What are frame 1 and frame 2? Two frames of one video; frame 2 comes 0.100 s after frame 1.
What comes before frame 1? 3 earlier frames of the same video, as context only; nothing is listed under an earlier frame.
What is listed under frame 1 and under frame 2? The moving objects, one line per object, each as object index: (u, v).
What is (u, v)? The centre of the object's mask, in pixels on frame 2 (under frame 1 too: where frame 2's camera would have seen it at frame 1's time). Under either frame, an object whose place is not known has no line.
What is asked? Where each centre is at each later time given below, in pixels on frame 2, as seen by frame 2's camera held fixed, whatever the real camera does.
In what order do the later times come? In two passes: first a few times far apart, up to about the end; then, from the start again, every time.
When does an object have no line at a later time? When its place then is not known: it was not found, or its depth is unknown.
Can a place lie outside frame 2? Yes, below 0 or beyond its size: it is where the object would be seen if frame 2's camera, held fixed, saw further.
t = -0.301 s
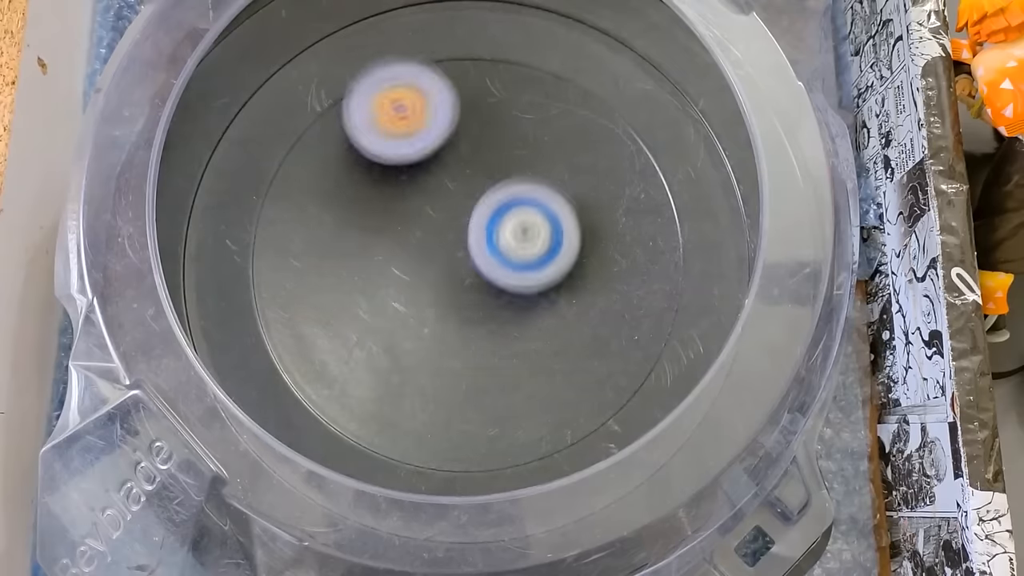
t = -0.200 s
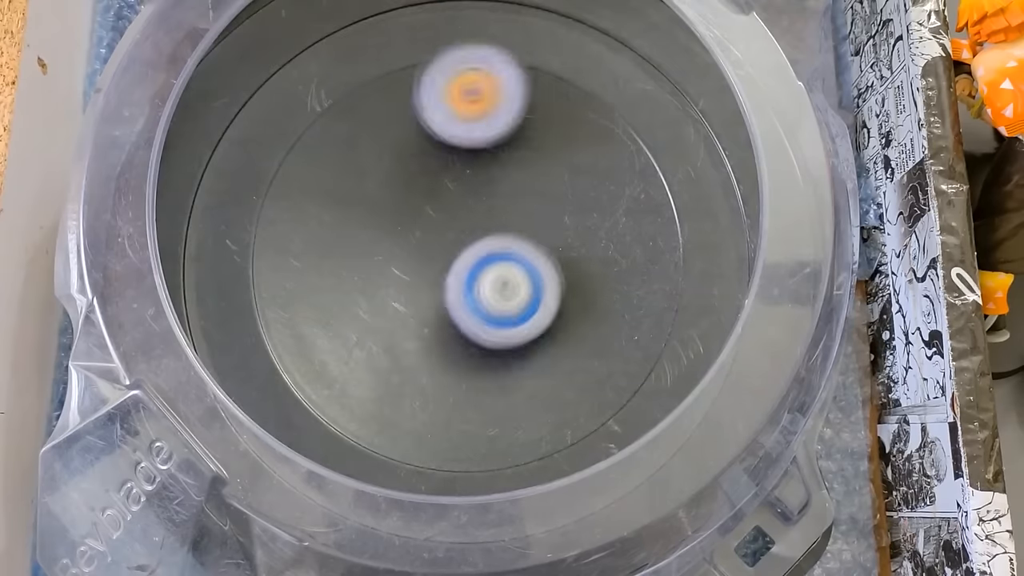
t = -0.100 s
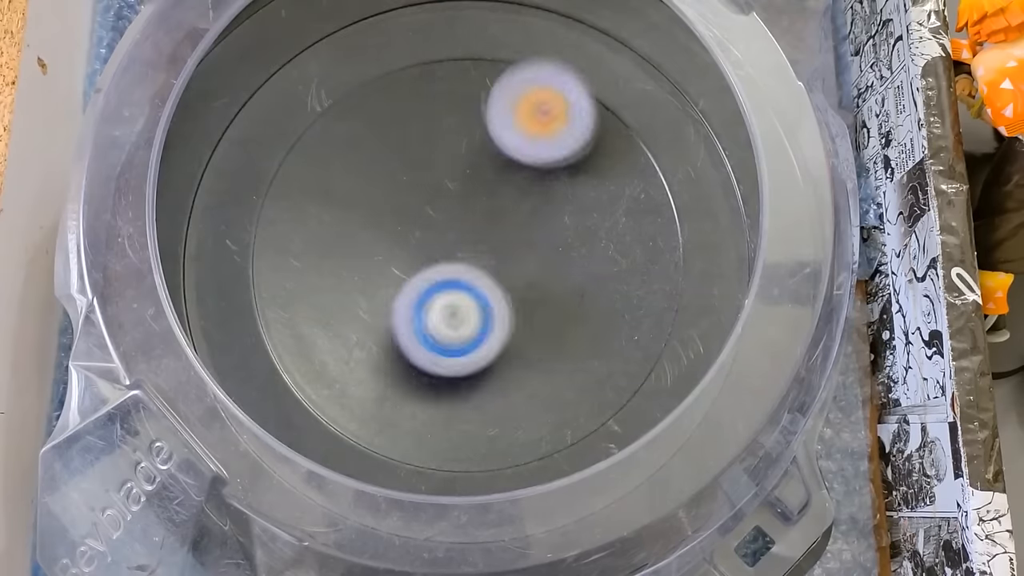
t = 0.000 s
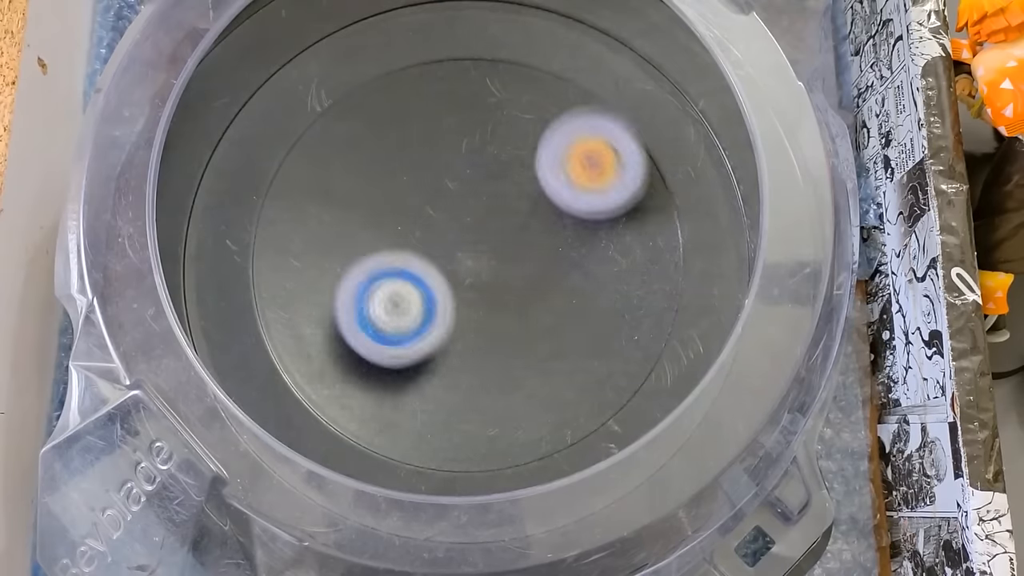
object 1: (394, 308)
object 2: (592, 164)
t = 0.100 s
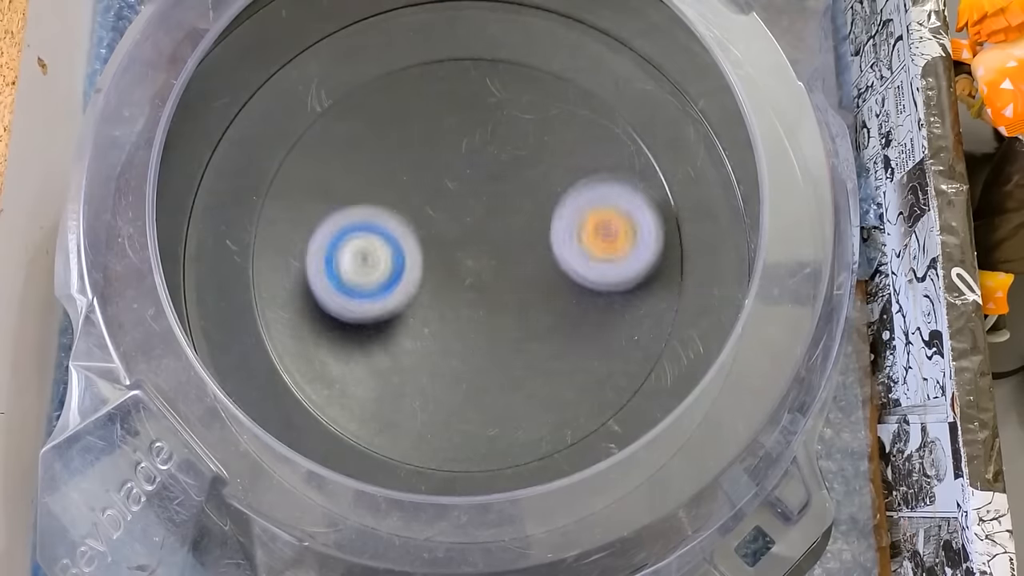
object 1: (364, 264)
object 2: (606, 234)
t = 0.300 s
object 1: (436, 188)
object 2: (524, 353)
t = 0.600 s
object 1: (534, 301)
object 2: (341, 279)
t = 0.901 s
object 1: (405, 314)
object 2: (450, 138)
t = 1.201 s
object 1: (491, 190)
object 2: (572, 266)
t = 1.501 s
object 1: (556, 298)
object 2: (425, 351)
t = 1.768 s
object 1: (441, 289)
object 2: (354, 192)
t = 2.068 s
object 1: (534, 262)
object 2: (505, 100)
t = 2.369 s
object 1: (438, 303)
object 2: (560, 268)
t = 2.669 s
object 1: (500, 188)
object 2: (406, 351)
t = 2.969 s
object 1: (528, 289)
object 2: (354, 220)
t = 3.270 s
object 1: (404, 239)
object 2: (521, 177)
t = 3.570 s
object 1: (499, 188)
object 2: (577, 301)
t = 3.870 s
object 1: (473, 246)
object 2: (431, 410)
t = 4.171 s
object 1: (469, 198)
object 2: (341, 263)
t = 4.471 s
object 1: (432, 281)
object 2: (464, 141)
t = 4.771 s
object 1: (442, 216)
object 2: (592, 208)
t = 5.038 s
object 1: (453, 271)
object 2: (546, 332)
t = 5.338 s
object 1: (430, 194)
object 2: (406, 323)
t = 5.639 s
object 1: (549, 250)
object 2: (375, 200)
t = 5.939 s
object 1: (498, 337)
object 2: (492, 188)
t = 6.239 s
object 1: (404, 253)
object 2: (541, 288)
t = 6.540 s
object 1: (479, 172)
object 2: (437, 301)
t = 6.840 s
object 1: (575, 248)
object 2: (374, 213)
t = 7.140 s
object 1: (510, 329)
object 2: (388, 176)
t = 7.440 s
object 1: (430, 361)
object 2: (467, 128)
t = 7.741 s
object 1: (375, 286)
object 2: (546, 194)
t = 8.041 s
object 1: (456, 198)
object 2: (507, 309)
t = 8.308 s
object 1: (549, 192)
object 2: (415, 334)
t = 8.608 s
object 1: (536, 274)
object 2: (406, 237)
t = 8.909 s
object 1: (481, 327)
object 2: (424, 138)
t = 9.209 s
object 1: (415, 267)
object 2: (497, 155)
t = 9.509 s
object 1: (390, 228)
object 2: (567, 226)
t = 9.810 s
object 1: (455, 245)
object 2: (545, 326)
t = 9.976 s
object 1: (405, 213)
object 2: (546, 358)
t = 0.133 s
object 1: (364, 244)
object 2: (604, 259)
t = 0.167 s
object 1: (370, 228)
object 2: (595, 283)
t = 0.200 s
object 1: (382, 212)
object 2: (583, 304)
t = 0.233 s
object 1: (397, 199)
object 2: (567, 325)
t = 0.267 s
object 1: (415, 192)
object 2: (547, 342)
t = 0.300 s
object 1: (436, 188)
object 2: (524, 353)
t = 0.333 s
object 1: (458, 188)
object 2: (501, 360)
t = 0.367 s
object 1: (476, 194)
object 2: (474, 366)
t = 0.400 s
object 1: (496, 203)
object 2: (448, 365)
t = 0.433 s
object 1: (512, 216)
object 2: (423, 359)
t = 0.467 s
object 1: (524, 229)
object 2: (402, 350)
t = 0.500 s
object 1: (534, 247)
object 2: (380, 337)
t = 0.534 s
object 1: (538, 266)
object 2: (362, 321)
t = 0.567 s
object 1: (539, 283)
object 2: (350, 301)
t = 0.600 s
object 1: (534, 301)
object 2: (341, 279)
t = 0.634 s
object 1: (526, 318)
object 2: (336, 256)
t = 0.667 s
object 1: (515, 332)
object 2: (337, 233)
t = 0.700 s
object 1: (501, 341)
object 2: (343, 211)
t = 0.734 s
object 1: (484, 348)
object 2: (353, 191)
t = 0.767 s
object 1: (465, 351)
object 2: (366, 172)
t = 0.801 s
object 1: (449, 348)
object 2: (384, 156)
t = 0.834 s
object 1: (431, 341)
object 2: (404, 146)
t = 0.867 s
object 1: (417, 329)
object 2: (425, 140)
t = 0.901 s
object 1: (405, 314)
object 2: (450, 138)
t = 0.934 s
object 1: (399, 294)
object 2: (473, 140)
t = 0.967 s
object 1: (396, 276)
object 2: (494, 145)
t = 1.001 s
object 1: (401, 255)
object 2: (516, 155)
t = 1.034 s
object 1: (408, 238)
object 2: (534, 168)
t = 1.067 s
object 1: (420, 221)
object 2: (549, 183)
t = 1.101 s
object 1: (435, 209)
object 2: (562, 202)
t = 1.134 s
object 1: (453, 198)
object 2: (568, 222)
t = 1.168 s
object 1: (472, 193)
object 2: (573, 243)
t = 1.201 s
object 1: (491, 190)
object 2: (572, 266)
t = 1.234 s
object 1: (511, 191)
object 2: (568, 287)
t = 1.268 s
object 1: (527, 197)
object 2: (559, 307)
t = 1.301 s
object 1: (544, 206)
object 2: (546, 324)
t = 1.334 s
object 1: (556, 219)
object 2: (532, 339)
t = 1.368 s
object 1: (566, 233)
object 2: (511, 349)
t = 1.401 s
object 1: (571, 249)
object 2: (491, 355)
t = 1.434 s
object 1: (571, 266)
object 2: (468, 359)
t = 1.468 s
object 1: (566, 282)
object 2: (445, 357)
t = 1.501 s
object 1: (556, 298)
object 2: (425, 351)
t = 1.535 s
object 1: (543, 310)
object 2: (405, 339)
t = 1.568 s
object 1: (527, 319)
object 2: (389, 324)
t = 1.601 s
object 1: (510, 323)
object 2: (376, 307)
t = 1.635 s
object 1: (489, 323)
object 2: (368, 287)
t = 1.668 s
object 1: (469, 318)
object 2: (366, 265)
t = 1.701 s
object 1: (459, 313)
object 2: (357, 240)
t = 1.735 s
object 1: (451, 303)
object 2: (351, 213)
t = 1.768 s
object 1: (441, 289)
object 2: (354, 192)
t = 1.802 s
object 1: (436, 273)
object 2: (360, 171)
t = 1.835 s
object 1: (435, 256)
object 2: (369, 152)
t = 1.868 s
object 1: (440, 238)
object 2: (382, 136)
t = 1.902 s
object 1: (448, 225)
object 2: (397, 123)
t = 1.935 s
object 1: (467, 221)
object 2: (411, 105)
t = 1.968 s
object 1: (485, 223)
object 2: (427, 97)
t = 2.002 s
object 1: (516, 236)
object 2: (467, 91)
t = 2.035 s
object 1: (527, 249)
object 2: (486, 93)
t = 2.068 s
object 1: (534, 262)
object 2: (505, 100)
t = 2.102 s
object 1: (537, 278)
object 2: (523, 112)
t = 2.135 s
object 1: (536, 294)
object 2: (538, 126)
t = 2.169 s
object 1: (528, 307)
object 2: (550, 142)
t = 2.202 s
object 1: (516, 319)
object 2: (561, 161)
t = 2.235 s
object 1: (500, 326)
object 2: (567, 181)
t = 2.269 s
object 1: (483, 328)
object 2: (570, 202)
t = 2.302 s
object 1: (467, 325)
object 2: (570, 225)
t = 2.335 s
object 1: (451, 316)
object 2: (566, 247)
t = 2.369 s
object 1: (438, 303)
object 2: (560, 268)
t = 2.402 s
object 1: (430, 287)
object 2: (551, 287)
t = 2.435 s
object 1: (425, 269)
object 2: (537, 306)
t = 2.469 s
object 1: (426, 253)
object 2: (522, 320)
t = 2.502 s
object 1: (432, 235)
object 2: (506, 333)
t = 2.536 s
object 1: (440, 220)
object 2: (486, 344)
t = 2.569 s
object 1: (452, 207)
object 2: (467, 350)
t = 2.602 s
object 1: (466, 197)
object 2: (447, 354)
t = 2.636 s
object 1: (483, 191)
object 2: (426, 354)
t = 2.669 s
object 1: (500, 188)
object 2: (406, 351)
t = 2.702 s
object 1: (516, 190)
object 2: (387, 346)
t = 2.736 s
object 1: (531, 195)
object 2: (369, 337)
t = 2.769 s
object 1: (543, 204)
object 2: (354, 324)
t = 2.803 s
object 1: (552, 217)
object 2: (344, 309)
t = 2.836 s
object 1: (558, 232)
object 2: (337, 291)
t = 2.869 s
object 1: (558, 247)
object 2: (335, 272)
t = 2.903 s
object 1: (552, 263)
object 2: (338, 254)
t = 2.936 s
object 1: (542, 278)
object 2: (344, 236)
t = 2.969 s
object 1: (528, 289)
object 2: (354, 220)
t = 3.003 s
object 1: (511, 297)
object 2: (369, 207)
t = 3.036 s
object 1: (494, 301)
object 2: (386, 194)
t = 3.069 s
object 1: (475, 300)
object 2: (403, 183)
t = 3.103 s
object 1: (457, 295)
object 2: (422, 178)
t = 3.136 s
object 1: (442, 287)
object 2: (444, 175)
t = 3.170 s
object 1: (428, 279)
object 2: (463, 169)
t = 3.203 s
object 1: (416, 268)
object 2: (482, 170)
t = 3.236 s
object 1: (408, 254)
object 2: (503, 172)
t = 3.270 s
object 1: (404, 239)
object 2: (521, 177)
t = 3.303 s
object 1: (403, 222)
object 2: (537, 184)
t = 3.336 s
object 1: (406, 207)
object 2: (552, 195)
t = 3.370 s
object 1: (414, 194)
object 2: (565, 205)
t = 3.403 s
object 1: (425, 183)
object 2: (575, 219)
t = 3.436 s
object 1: (438, 175)
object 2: (583, 235)
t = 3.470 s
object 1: (454, 172)
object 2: (588, 251)
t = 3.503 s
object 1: (471, 173)
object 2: (588, 267)
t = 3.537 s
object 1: (486, 178)
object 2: (585, 284)
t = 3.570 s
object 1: (499, 188)
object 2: (577, 301)
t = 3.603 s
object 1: (510, 201)
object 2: (567, 314)
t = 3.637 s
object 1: (518, 217)
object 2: (553, 327)
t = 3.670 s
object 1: (520, 230)
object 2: (536, 337)
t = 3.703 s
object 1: (515, 227)
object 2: (523, 365)
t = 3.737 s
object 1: (508, 225)
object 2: (508, 392)
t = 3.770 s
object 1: (502, 229)
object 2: (491, 407)
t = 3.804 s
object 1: (495, 237)
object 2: (472, 414)
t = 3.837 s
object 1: (484, 243)
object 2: (452, 414)
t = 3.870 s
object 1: (473, 246)
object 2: (431, 410)
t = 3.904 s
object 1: (460, 244)
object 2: (410, 402)
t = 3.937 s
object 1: (449, 240)
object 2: (391, 392)
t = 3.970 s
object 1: (441, 233)
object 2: (373, 379)
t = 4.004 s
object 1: (436, 224)
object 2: (359, 364)
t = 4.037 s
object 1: (434, 213)
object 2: (349, 345)
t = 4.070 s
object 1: (438, 203)
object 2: (341, 324)
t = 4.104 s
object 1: (446, 196)
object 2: (338, 304)
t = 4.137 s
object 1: (457, 194)
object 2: (338, 283)
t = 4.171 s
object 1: (469, 198)
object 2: (341, 263)
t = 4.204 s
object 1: (478, 206)
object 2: (346, 243)
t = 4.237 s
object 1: (484, 219)
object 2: (355, 223)
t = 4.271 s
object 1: (485, 233)
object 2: (366, 205)
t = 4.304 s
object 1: (483, 246)
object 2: (378, 189)
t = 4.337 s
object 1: (477, 257)
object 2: (393, 175)
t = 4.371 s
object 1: (468, 268)
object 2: (409, 164)
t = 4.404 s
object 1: (458, 275)
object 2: (426, 154)
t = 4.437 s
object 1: (445, 280)
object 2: (446, 146)
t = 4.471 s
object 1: (432, 281)
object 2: (464, 141)
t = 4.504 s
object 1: (421, 279)
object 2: (482, 140)
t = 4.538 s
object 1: (409, 274)
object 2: (501, 139)
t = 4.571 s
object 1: (401, 265)
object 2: (519, 142)
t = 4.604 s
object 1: (396, 254)
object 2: (536, 146)
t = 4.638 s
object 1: (397, 241)
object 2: (554, 154)
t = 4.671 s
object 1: (403, 230)
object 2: (567, 162)
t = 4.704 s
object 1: (413, 222)
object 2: (578, 175)
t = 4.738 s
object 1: (427, 217)
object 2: (586, 191)
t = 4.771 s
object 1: (442, 216)
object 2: (592, 208)
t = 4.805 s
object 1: (456, 218)
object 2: (594, 225)
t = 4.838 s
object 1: (470, 224)
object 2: (593, 242)
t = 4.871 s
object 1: (481, 232)
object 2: (588, 260)
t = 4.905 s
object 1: (481, 239)
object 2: (589, 277)
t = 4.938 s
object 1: (477, 247)
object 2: (585, 293)
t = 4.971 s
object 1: (472, 257)
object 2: (575, 308)
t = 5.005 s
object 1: (463, 266)
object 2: (561, 322)
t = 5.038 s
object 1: (453, 271)
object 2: (546, 332)
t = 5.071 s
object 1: (441, 273)
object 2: (529, 340)
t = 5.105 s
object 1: (429, 270)
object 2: (510, 344)
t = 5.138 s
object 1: (416, 262)
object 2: (495, 347)
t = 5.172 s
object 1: (406, 249)
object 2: (481, 351)
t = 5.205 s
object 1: (402, 236)
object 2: (466, 351)
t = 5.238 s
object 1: (403, 223)
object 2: (450, 349)
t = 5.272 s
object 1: (409, 210)
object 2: (434, 343)
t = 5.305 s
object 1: (418, 201)
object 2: (419, 334)
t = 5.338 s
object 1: (430, 194)
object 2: (406, 323)
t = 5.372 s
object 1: (445, 191)
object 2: (395, 310)
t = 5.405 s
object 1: (459, 193)
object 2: (387, 294)
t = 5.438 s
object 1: (473, 199)
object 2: (383, 277)
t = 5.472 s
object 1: (486, 207)
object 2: (383, 261)
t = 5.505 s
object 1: (498, 216)
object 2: (382, 245)
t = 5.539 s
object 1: (518, 221)
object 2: (372, 238)
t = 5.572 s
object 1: (532, 228)
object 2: (370, 227)
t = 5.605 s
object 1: (542, 238)
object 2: (371, 214)
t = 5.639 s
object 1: (549, 250)
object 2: (375, 200)
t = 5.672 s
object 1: (555, 262)
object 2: (381, 187)
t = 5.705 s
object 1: (558, 276)
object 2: (391, 177)
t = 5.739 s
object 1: (558, 289)
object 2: (403, 170)
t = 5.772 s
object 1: (555, 303)
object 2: (417, 165)
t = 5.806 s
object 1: (548, 316)
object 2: (432, 165)
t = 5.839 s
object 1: (540, 326)
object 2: (448, 167)
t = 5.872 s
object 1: (528, 333)
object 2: (464, 171)
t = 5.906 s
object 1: (513, 337)
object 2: (479, 179)
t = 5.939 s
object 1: (498, 337)
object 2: (492, 188)
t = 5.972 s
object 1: (483, 333)
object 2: (503, 199)
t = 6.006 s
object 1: (468, 327)
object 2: (513, 212)
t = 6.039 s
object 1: (456, 318)
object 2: (520, 226)
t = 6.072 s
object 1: (442, 313)
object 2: (529, 233)
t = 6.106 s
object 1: (429, 306)
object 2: (536, 238)
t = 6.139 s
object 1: (419, 294)
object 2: (540, 248)
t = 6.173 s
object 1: (411, 281)
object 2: (542, 262)
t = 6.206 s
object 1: (406, 266)
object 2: (543, 275)
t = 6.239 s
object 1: (404, 253)
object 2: (541, 288)
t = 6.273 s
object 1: (404, 238)
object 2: (535, 300)
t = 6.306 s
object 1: (407, 225)
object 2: (527, 311)
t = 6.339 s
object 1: (411, 212)
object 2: (516, 320)
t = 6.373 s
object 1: (418, 200)
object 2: (503, 325)
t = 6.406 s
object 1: (428, 189)
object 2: (489, 327)
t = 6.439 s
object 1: (439, 181)
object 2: (475, 325)
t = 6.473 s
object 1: (452, 175)
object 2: (461, 320)
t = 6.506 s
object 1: (466, 172)
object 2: (448, 312)
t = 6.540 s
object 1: (479, 172)
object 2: (437, 301)
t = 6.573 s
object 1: (493, 175)
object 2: (429, 290)
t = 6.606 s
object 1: (505, 181)
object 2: (423, 276)
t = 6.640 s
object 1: (516, 189)
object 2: (419, 262)
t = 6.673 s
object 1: (525, 200)
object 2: (418, 247)
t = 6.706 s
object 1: (532, 213)
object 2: (419, 233)
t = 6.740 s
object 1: (548, 220)
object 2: (405, 227)
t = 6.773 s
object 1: (563, 226)
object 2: (388, 224)
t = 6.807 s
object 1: (570, 236)
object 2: (378, 219)
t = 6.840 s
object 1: (575, 248)
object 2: (374, 213)
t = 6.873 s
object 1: (578, 261)
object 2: (372, 207)
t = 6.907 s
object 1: (577, 274)
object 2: (372, 201)
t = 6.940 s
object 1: (574, 286)
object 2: (372, 196)
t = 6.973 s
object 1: (568, 297)
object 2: (371, 189)
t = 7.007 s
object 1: (560, 308)
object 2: (372, 184)
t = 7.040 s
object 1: (551, 316)
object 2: (375, 179)
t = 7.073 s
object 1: (539, 323)
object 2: (378, 177)
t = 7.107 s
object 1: (525, 327)
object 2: (383, 176)
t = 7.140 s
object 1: (510, 329)
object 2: (388, 176)
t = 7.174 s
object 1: (496, 328)
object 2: (397, 177)
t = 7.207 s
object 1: (481, 326)
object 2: (410, 182)
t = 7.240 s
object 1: (467, 321)
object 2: (422, 190)
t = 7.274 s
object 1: (455, 315)
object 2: (434, 198)
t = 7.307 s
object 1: (446, 321)
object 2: (442, 188)
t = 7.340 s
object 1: (445, 343)
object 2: (443, 160)
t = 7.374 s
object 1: (441, 355)
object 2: (449, 141)
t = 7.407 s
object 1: (438, 360)
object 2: (457, 132)
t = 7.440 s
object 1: (430, 361)
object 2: (467, 128)
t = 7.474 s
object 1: (418, 359)
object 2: (481, 127)
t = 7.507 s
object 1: (406, 356)
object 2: (492, 128)
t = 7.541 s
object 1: (394, 351)
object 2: (504, 131)
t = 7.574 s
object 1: (386, 345)
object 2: (515, 138)
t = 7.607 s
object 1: (378, 336)
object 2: (524, 146)
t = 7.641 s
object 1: (373, 325)
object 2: (533, 156)
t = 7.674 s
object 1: (371, 311)
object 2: (538, 168)
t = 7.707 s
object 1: (372, 299)
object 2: (545, 180)
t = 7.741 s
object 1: (375, 286)
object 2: (546, 194)
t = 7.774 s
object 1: (379, 274)
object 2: (548, 207)
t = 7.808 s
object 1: (385, 261)
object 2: (548, 222)
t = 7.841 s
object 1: (392, 250)
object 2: (545, 236)
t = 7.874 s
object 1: (401, 239)
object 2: (543, 250)
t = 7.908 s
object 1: (412, 229)
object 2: (537, 263)
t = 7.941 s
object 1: (421, 221)
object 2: (533, 275)
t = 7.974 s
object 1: (432, 212)
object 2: (524, 287)
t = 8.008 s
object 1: (444, 205)
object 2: (518, 298)
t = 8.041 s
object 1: (456, 198)
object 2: (507, 309)
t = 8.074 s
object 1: (467, 194)
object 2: (498, 316)
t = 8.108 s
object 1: (480, 190)
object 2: (486, 325)
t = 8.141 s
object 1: (493, 186)
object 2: (474, 330)
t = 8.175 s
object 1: (505, 185)
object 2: (463, 336)
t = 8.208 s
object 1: (517, 185)
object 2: (449, 337)
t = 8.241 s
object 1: (527, 186)
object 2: (438, 339)
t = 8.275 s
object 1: (538, 187)
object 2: (425, 337)
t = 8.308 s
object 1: (549, 192)
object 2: (415, 334)
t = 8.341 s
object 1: (557, 197)
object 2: (403, 329)
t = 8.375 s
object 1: (563, 205)
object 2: (396, 318)
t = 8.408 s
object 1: (568, 213)
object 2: (390, 309)
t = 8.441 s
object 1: (570, 224)
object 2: (387, 296)
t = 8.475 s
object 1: (569, 236)
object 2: (387, 284)
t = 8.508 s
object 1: (563, 247)
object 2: (388, 272)
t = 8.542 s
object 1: (555, 256)
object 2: (393, 259)
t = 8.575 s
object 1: (548, 266)
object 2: (398, 248)
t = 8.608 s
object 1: (536, 274)
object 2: (406, 237)
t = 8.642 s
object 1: (525, 280)
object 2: (413, 228)
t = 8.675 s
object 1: (512, 284)
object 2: (424, 218)
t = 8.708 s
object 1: (515, 294)
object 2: (415, 201)
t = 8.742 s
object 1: (520, 302)
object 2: (407, 184)
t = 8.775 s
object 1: (516, 309)
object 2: (403, 172)
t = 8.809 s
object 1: (511, 313)
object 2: (407, 164)
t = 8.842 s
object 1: (500, 321)
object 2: (412, 155)
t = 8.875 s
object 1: (491, 326)
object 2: (417, 147)
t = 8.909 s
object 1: (481, 327)
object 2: (424, 138)
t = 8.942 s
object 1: (470, 328)
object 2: (431, 132)
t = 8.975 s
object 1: (459, 326)
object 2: (439, 125)
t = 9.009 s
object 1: (448, 322)
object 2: (448, 121)
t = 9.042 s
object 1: (440, 316)
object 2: (458, 119)
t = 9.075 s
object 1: (431, 309)
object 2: (466, 122)
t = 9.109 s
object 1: (424, 299)
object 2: (477, 127)
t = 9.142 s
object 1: (420, 289)
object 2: (483, 134)
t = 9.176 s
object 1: (417, 279)
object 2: (492, 145)
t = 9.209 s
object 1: (415, 267)
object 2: (497, 155)
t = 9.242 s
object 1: (416, 256)
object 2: (503, 168)
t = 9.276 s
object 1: (418, 246)
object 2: (510, 178)
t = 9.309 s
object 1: (411, 249)
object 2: (524, 178)
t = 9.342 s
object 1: (402, 252)
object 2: (539, 181)
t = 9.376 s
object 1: (398, 251)
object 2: (548, 185)
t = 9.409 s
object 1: (395, 247)
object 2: (553, 196)
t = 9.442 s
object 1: (390, 240)
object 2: (560, 206)
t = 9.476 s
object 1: (388, 234)
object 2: (566, 215)
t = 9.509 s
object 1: (390, 228)
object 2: (567, 226)
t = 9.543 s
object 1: (395, 223)
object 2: (571, 238)
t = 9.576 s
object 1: (404, 221)
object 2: (573, 249)
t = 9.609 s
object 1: (413, 222)
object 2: (570, 259)
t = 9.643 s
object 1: (424, 223)
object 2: (569, 272)
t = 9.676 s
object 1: (434, 227)
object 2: (567, 282)
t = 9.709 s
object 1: (442, 233)
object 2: (560, 292)
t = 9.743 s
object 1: (452, 237)
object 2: (553, 302)
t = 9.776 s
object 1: (460, 242)
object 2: (547, 311)
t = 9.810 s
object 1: (455, 245)
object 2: (545, 326)
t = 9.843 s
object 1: (435, 235)
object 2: (560, 335)
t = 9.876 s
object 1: (422, 229)
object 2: (565, 347)
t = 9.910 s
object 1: (413, 223)
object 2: (565, 354)
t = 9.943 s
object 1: (407, 220)
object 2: (558, 357)
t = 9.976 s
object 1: (405, 213)
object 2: (546, 358)
